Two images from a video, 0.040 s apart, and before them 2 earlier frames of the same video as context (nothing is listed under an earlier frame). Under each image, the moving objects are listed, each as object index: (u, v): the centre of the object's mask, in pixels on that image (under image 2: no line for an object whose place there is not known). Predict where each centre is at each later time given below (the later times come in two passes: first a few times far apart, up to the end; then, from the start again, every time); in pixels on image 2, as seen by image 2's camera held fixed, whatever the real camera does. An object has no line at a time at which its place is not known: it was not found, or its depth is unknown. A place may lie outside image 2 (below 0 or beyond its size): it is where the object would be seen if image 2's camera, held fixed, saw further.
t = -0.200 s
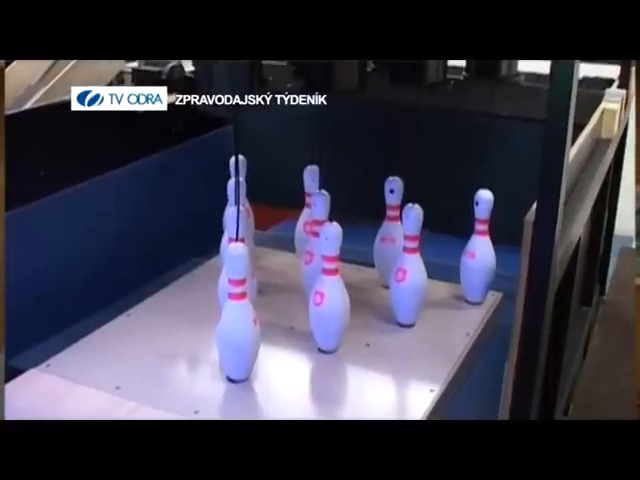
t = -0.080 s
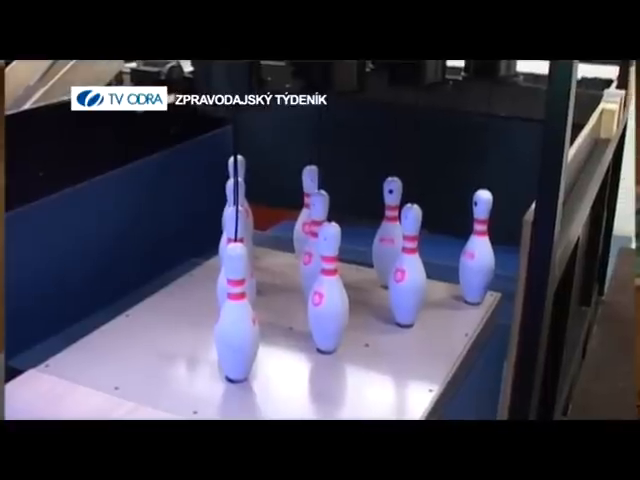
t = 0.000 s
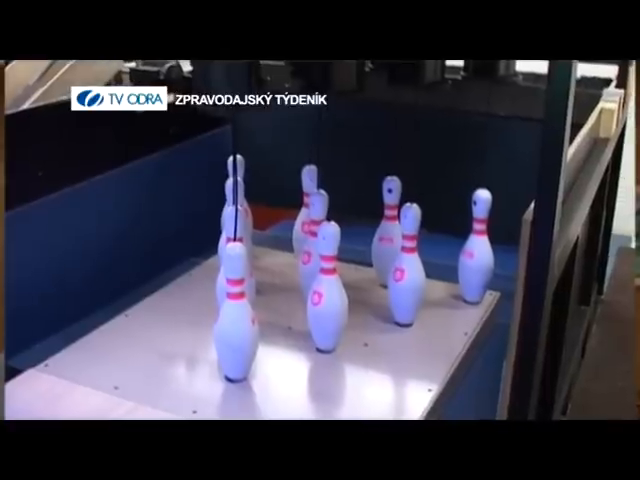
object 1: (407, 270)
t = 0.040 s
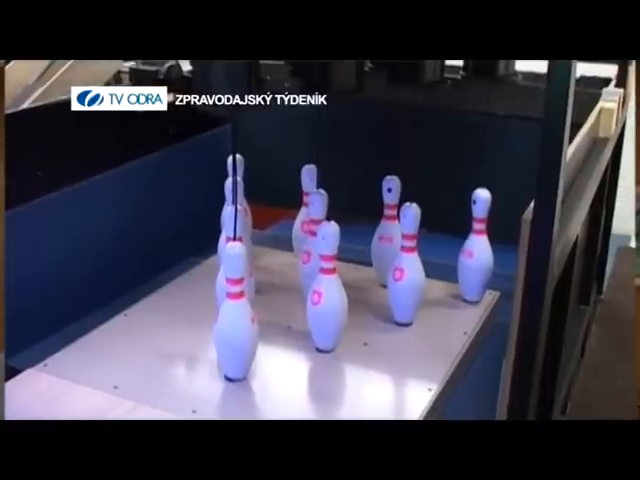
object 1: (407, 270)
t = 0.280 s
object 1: (407, 270)
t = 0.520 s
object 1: (408, 256)
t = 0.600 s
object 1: (414, 238)
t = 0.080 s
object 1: (407, 270)
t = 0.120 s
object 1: (407, 270)
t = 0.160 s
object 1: (407, 270)
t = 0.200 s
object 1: (407, 270)
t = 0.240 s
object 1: (407, 270)
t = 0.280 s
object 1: (407, 270)
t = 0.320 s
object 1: (407, 270)
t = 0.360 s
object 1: (407, 270)
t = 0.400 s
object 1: (407, 270)
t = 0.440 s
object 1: (407, 270)
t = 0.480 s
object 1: (407, 270)
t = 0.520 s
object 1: (408, 256)
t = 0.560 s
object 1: (408, 243)
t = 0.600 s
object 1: (414, 238)
